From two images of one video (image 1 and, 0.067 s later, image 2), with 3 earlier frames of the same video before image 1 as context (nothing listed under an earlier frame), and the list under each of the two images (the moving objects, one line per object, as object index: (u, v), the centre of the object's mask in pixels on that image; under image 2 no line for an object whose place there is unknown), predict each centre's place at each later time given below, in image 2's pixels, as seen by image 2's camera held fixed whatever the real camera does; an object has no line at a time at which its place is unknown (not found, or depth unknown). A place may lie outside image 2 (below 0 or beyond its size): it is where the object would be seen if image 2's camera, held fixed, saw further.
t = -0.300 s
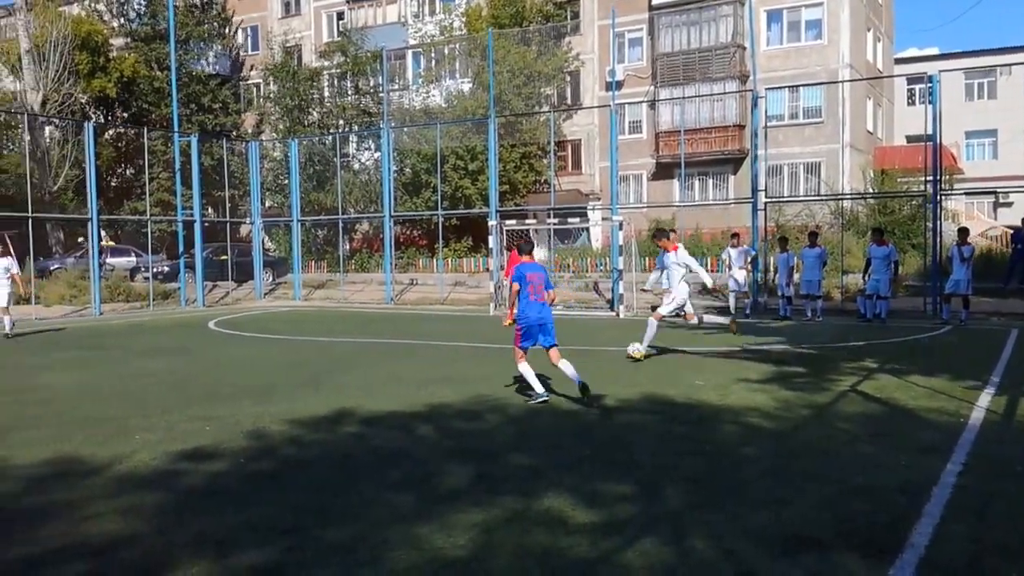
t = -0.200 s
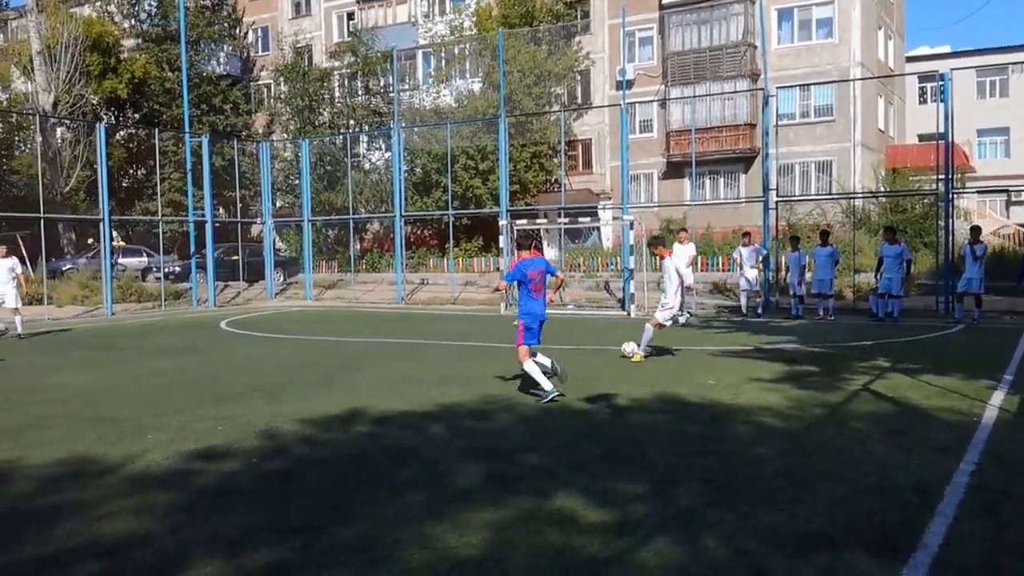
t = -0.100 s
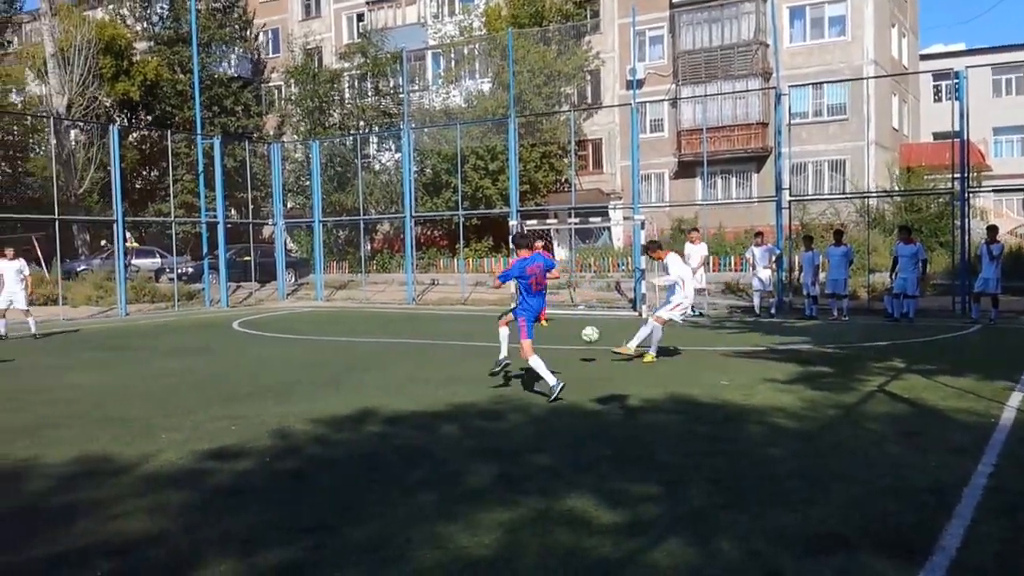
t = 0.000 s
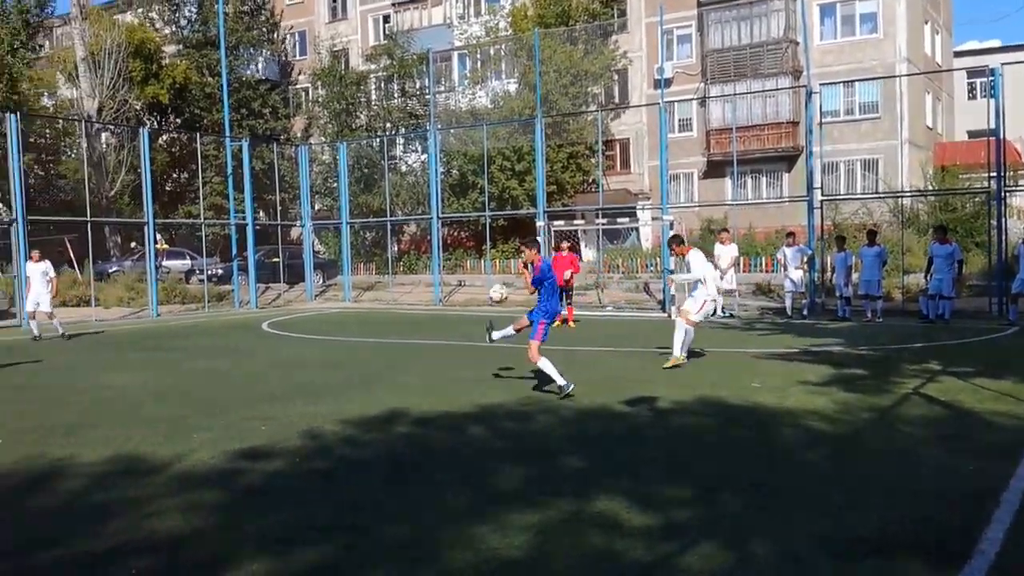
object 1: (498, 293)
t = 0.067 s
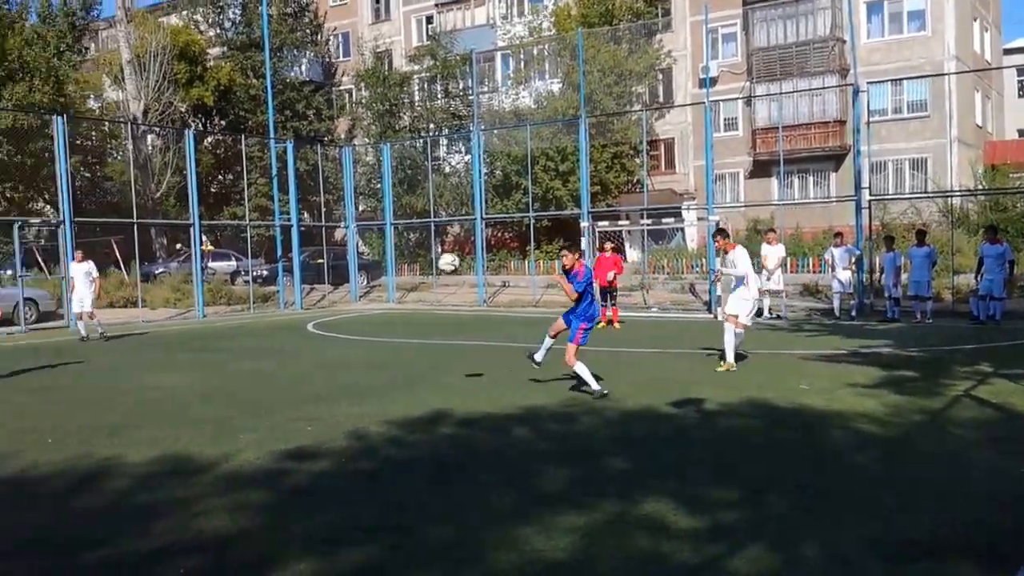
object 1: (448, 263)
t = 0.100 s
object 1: (398, 245)
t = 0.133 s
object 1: (346, 229)
